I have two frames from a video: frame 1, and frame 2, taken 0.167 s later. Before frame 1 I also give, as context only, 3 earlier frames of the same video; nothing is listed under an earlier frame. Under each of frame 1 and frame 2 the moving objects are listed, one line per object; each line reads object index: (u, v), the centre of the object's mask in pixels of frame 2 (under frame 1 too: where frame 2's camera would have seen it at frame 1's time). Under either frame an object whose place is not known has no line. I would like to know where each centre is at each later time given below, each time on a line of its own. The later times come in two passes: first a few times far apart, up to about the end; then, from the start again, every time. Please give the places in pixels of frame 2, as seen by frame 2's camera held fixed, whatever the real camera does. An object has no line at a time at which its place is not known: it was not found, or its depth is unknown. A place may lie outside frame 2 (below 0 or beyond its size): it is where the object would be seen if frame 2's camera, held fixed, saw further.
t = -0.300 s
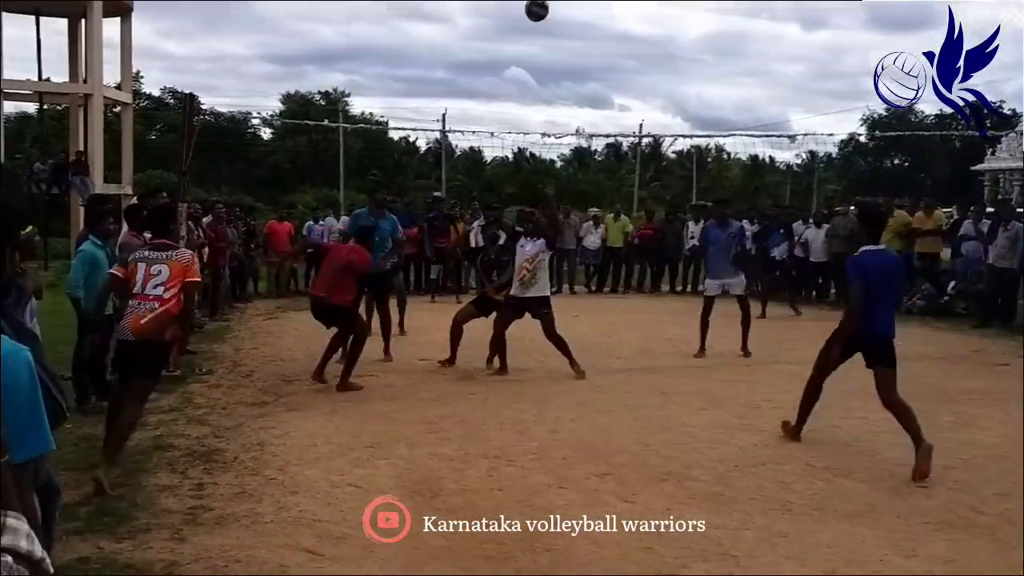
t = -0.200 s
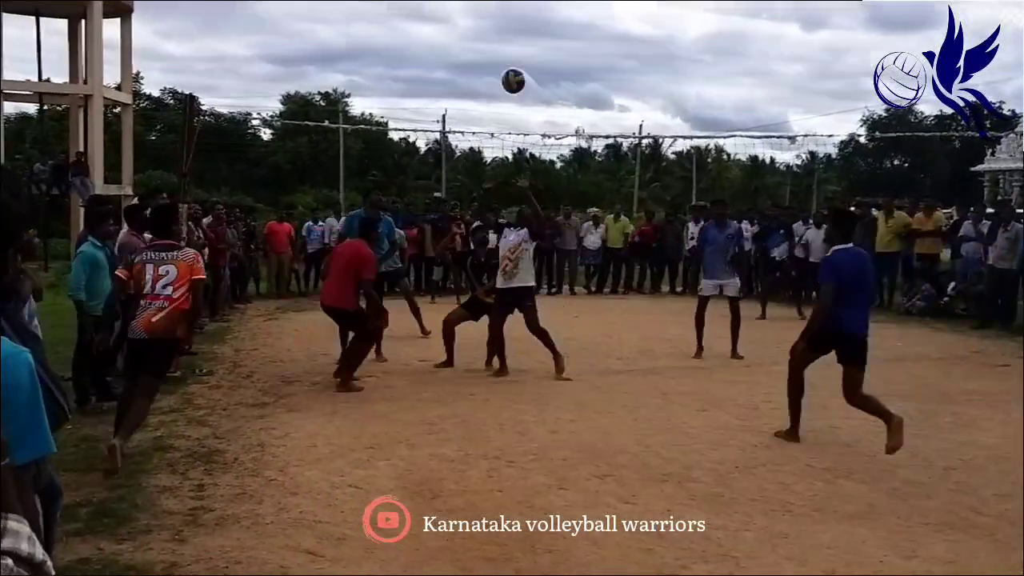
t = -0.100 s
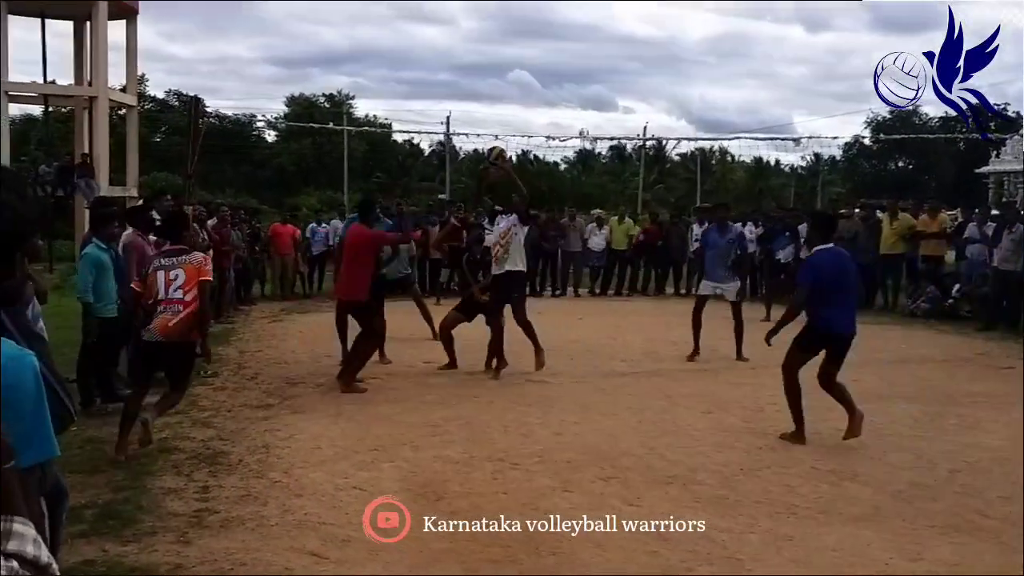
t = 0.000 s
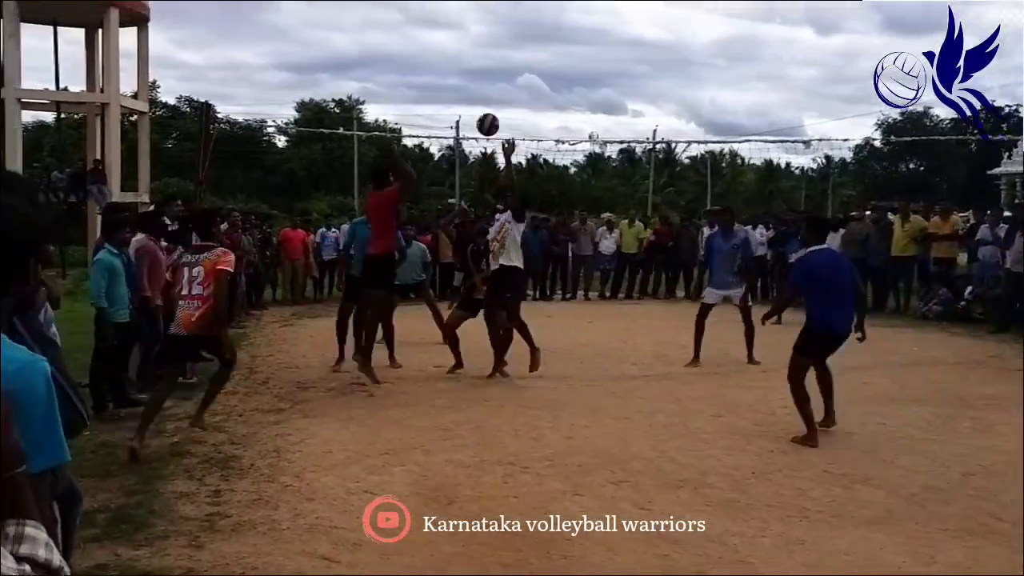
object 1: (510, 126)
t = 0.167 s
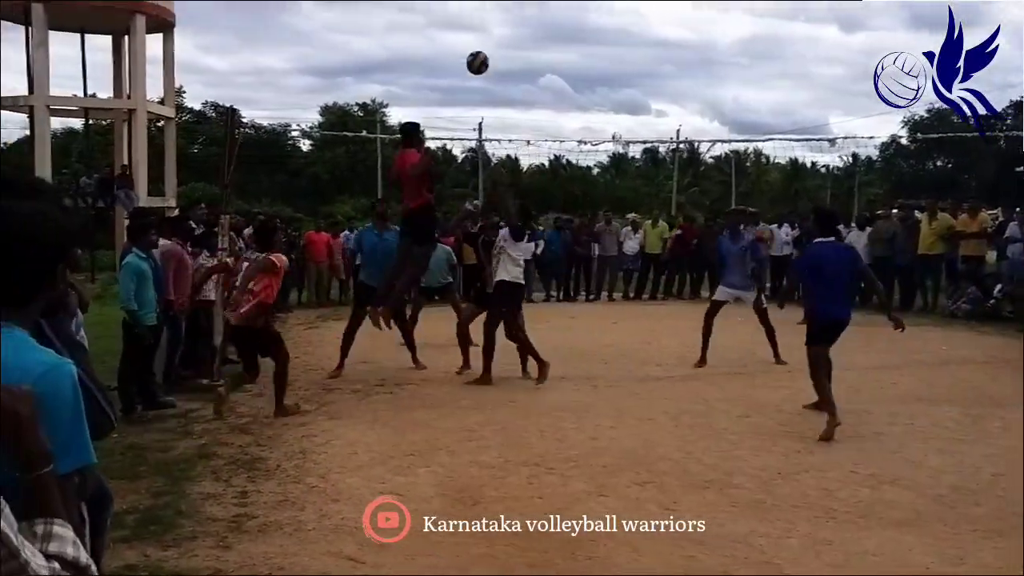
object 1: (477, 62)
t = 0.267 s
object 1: (457, 38)
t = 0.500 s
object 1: (409, 22)
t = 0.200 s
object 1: (471, 53)
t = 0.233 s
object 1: (464, 45)
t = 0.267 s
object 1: (457, 38)
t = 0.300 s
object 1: (450, 32)
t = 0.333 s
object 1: (443, 27)
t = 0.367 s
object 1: (437, 23)
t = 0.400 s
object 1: (430, 21)
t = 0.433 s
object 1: (423, 20)
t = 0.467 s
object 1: (416, 20)
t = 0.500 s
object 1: (409, 22)
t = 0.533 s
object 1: (403, 25)
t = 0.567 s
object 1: (396, 29)
